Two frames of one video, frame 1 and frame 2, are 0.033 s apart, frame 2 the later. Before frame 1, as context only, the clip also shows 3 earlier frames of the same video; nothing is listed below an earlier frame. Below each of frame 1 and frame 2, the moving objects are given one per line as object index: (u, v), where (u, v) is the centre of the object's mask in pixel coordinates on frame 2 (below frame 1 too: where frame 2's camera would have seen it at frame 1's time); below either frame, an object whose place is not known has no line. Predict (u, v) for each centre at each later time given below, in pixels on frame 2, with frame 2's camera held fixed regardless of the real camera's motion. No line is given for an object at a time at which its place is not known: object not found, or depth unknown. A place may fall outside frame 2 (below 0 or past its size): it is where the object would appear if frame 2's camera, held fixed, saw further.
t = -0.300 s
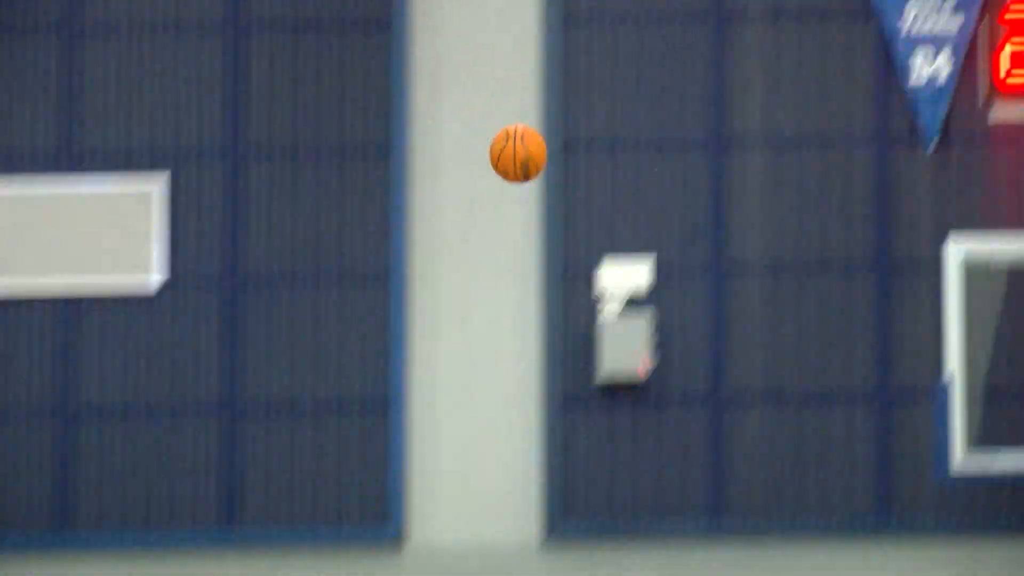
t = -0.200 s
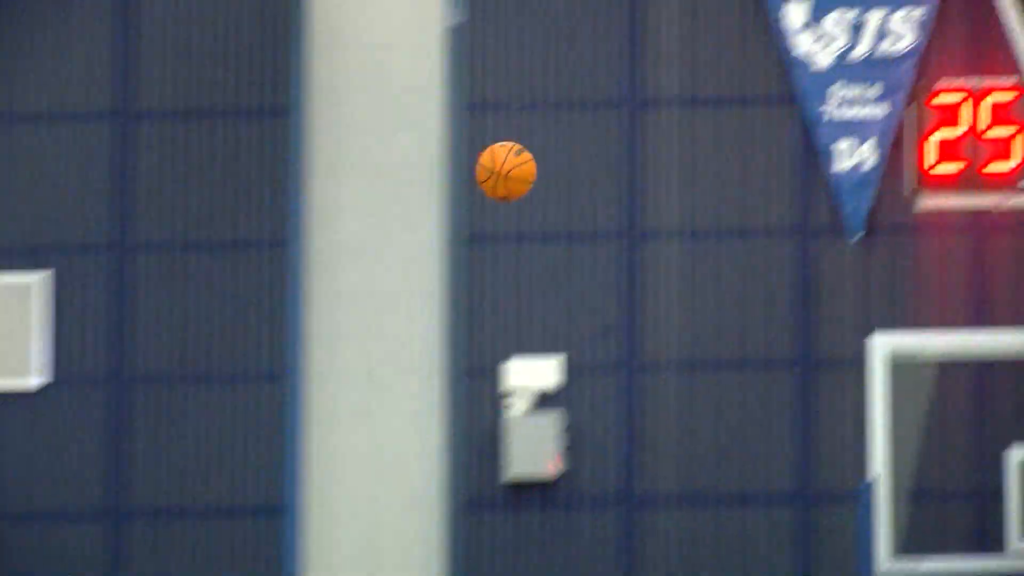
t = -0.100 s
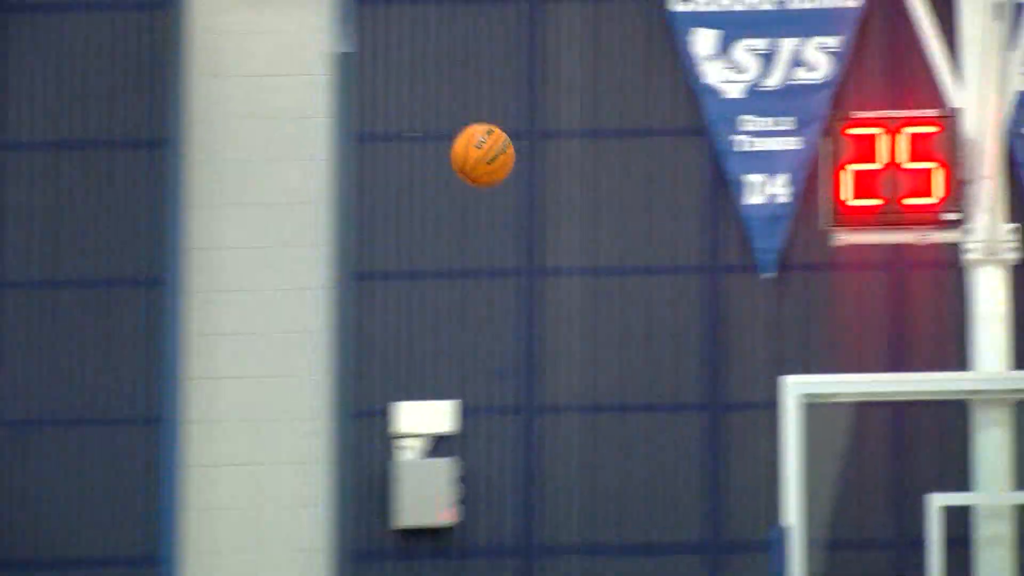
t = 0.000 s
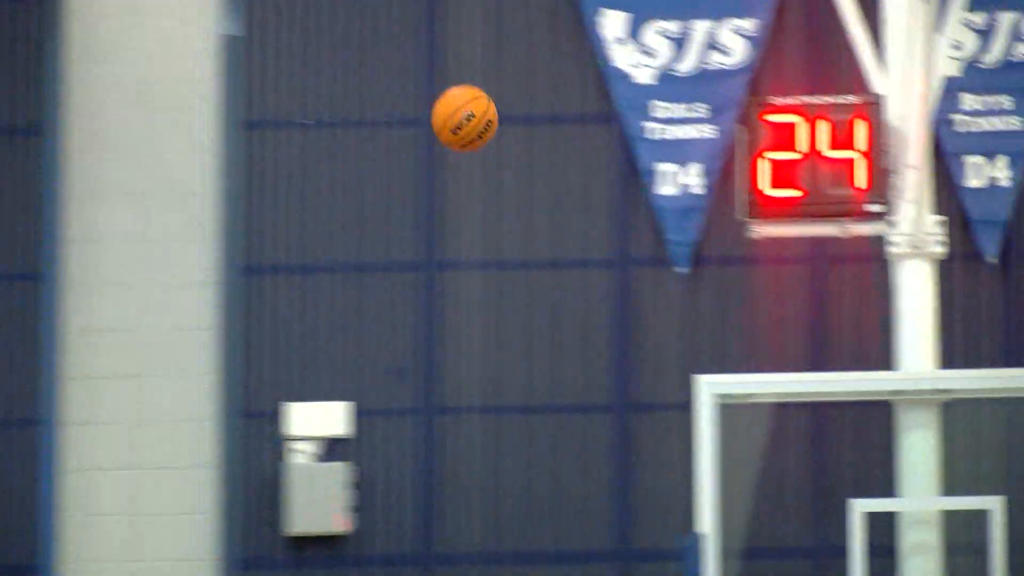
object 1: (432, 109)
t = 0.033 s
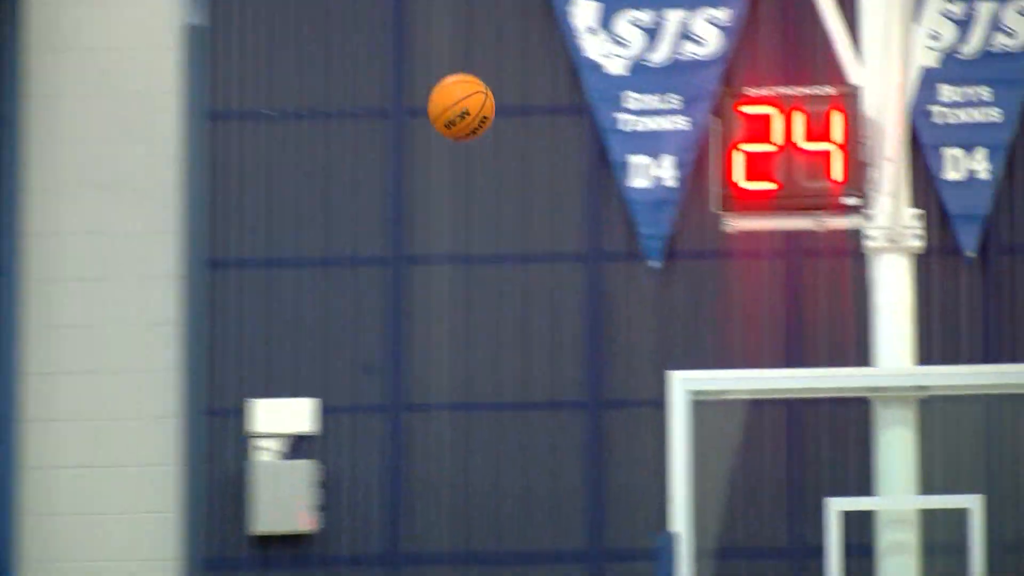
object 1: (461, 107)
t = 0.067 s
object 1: (489, 108)
